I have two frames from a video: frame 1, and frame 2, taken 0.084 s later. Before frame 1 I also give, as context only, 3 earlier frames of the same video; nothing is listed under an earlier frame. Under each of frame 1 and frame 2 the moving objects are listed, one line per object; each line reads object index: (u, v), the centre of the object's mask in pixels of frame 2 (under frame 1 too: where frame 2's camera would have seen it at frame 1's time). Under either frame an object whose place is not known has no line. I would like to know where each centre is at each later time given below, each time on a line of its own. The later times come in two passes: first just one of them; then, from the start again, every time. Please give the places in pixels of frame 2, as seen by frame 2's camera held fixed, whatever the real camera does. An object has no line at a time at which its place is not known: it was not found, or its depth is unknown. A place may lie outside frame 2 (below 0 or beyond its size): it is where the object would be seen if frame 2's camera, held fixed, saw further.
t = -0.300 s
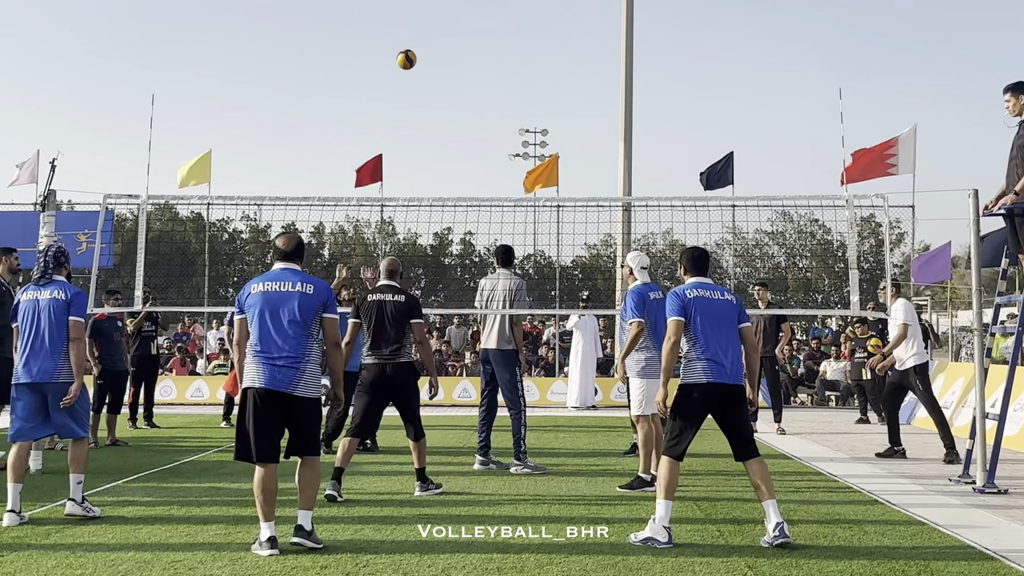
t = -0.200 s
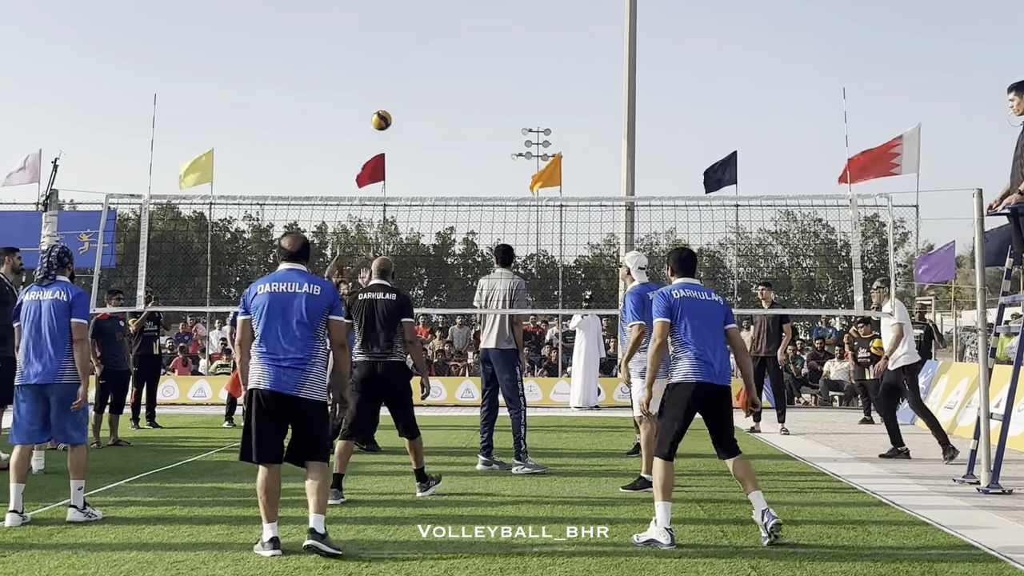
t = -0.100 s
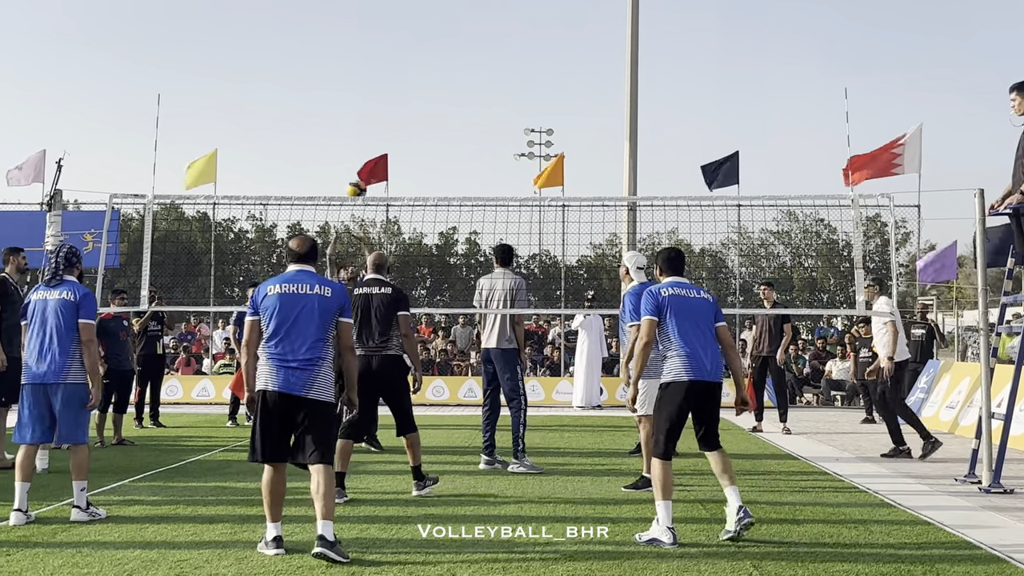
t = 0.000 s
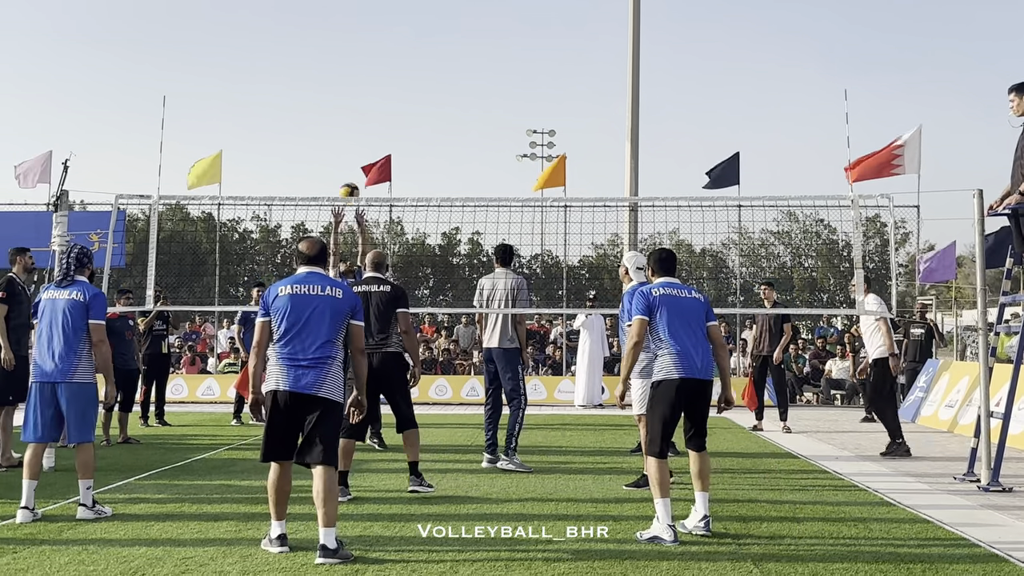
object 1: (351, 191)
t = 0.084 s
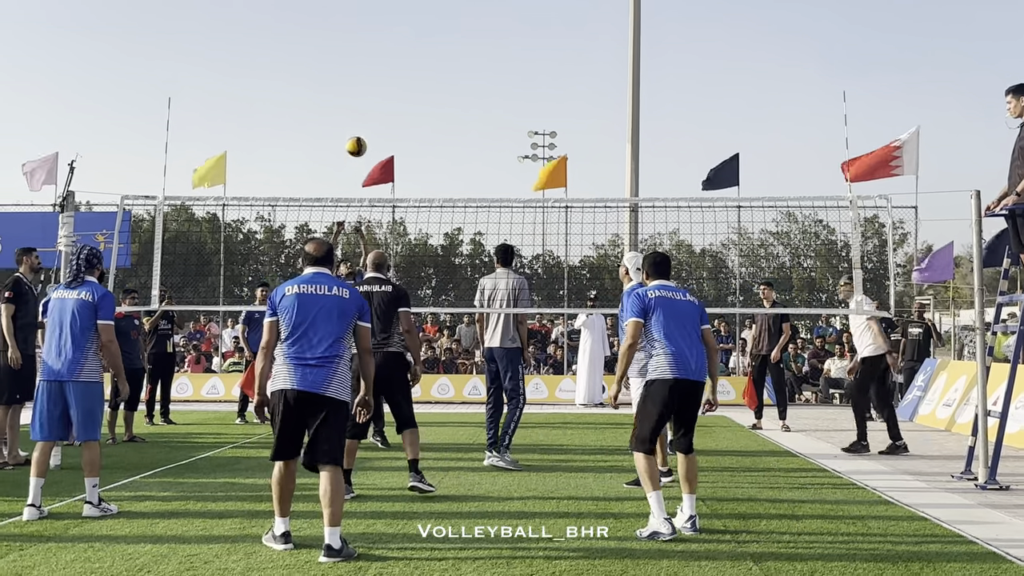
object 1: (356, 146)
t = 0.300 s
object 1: (369, 54)
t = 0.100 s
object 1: (357, 138)
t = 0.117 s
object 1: (358, 129)
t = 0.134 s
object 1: (359, 122)
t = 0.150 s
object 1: (360, 114)
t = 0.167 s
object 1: (361, 106)
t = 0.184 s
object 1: (362, 99)
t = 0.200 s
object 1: (363, 92)
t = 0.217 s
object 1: (364, 85)
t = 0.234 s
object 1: (365, 78)
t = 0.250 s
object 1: (366, 72)
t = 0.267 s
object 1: (367, 65)
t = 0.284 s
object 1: (368, 60)
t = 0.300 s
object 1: (369, 54)
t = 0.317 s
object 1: (370, 49)
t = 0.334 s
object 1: (371, 44)
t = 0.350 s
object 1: (372, 39)
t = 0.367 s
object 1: (373, 35)
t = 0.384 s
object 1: (374, 31)
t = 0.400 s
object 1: (374, 27)
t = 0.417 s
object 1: (375, 23)
